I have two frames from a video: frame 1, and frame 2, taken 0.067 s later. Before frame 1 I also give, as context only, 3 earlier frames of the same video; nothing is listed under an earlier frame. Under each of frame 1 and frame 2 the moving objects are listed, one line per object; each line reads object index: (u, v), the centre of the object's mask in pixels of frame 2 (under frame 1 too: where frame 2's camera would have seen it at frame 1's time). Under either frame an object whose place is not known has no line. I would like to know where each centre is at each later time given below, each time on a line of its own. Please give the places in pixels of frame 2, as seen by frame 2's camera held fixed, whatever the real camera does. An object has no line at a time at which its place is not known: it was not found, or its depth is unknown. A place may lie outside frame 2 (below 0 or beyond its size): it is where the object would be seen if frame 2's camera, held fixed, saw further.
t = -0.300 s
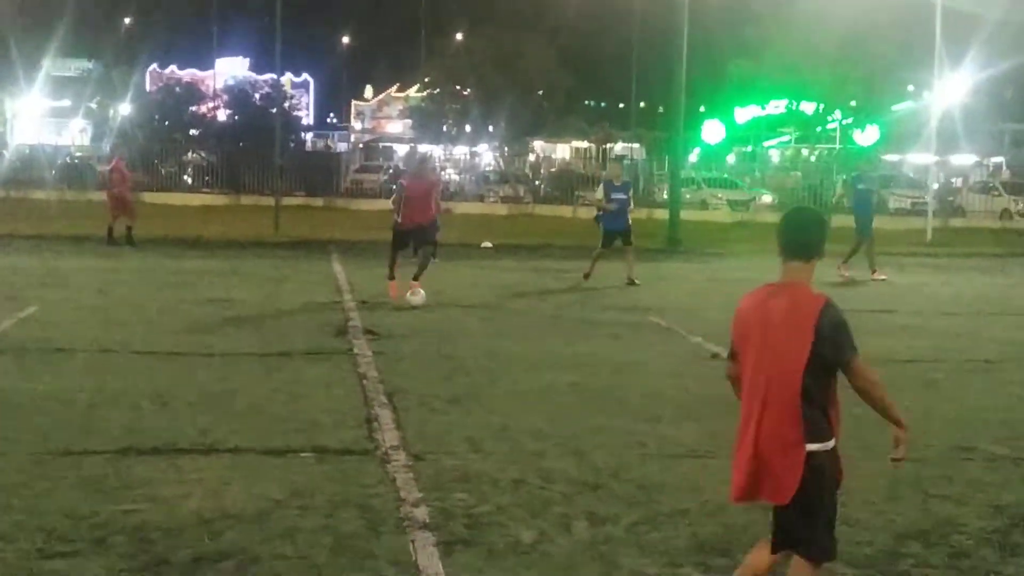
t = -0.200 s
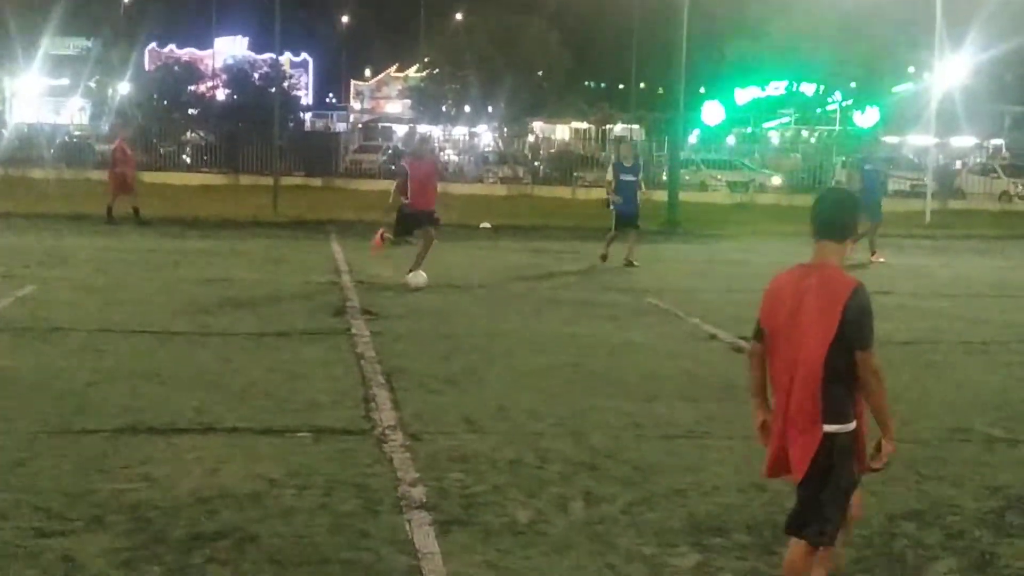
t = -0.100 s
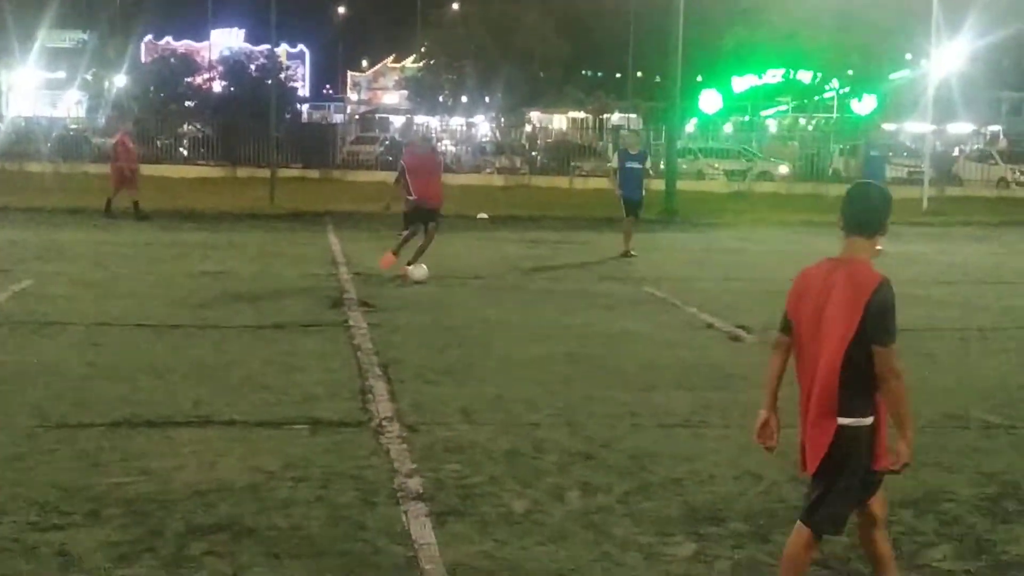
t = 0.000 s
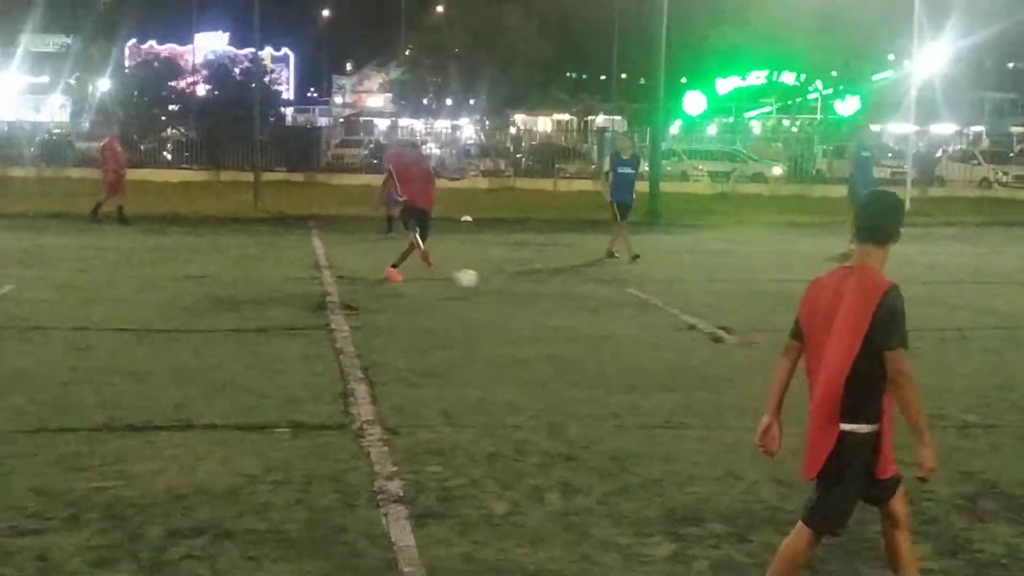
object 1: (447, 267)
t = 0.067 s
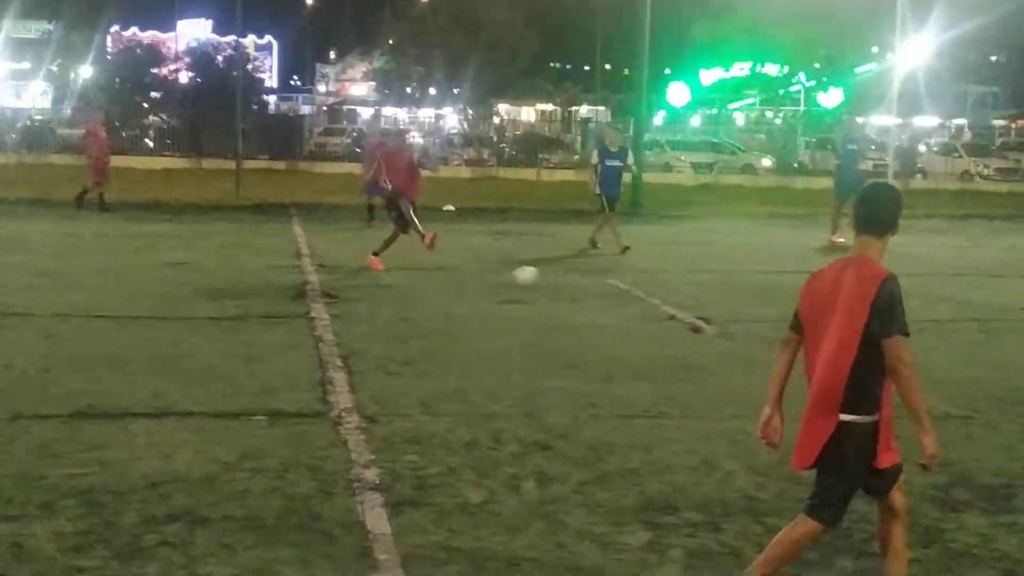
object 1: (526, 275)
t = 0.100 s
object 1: (570, 282)
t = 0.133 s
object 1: (616, 291)
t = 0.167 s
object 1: (664, 301)
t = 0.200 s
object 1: (716, 312)
